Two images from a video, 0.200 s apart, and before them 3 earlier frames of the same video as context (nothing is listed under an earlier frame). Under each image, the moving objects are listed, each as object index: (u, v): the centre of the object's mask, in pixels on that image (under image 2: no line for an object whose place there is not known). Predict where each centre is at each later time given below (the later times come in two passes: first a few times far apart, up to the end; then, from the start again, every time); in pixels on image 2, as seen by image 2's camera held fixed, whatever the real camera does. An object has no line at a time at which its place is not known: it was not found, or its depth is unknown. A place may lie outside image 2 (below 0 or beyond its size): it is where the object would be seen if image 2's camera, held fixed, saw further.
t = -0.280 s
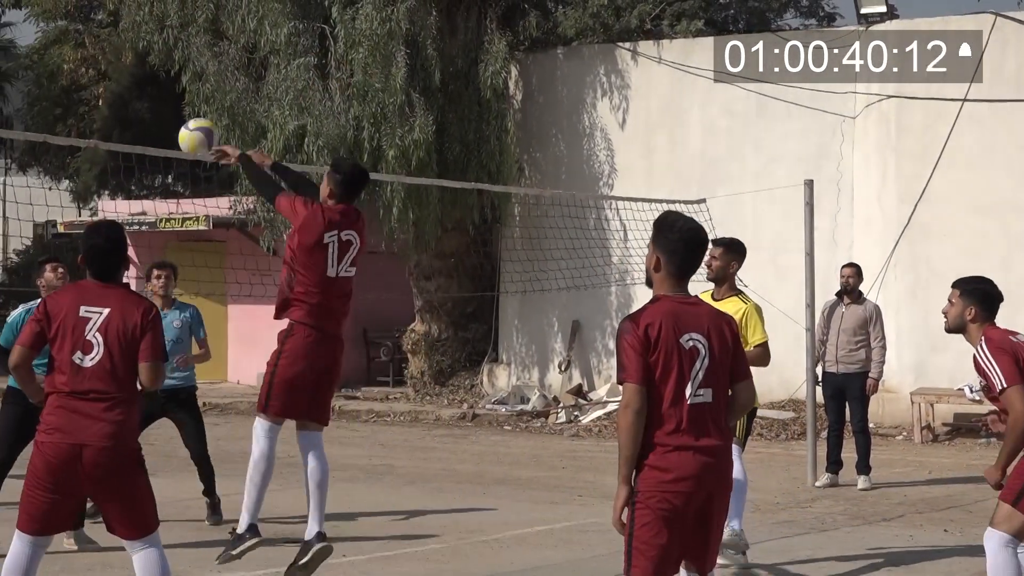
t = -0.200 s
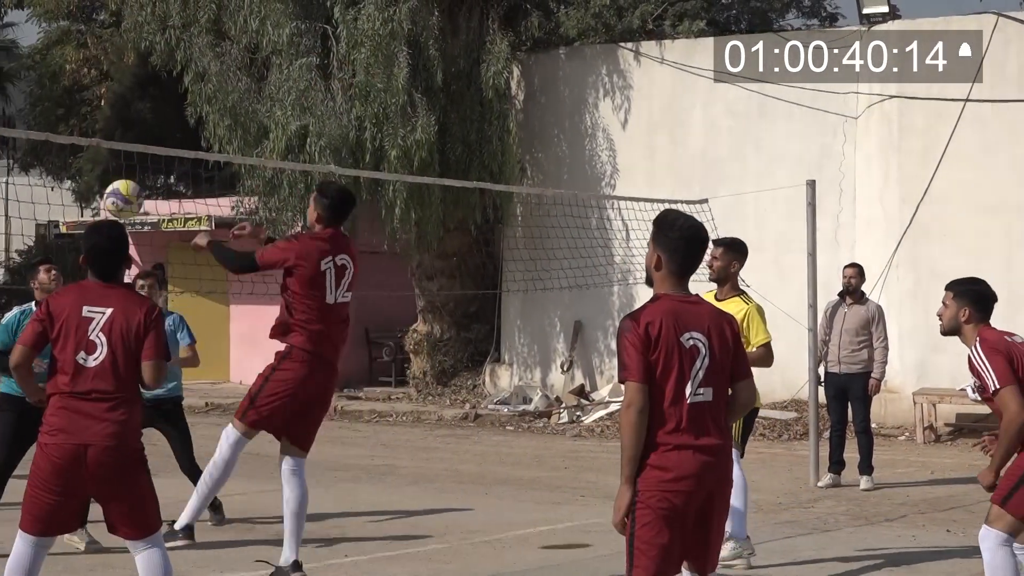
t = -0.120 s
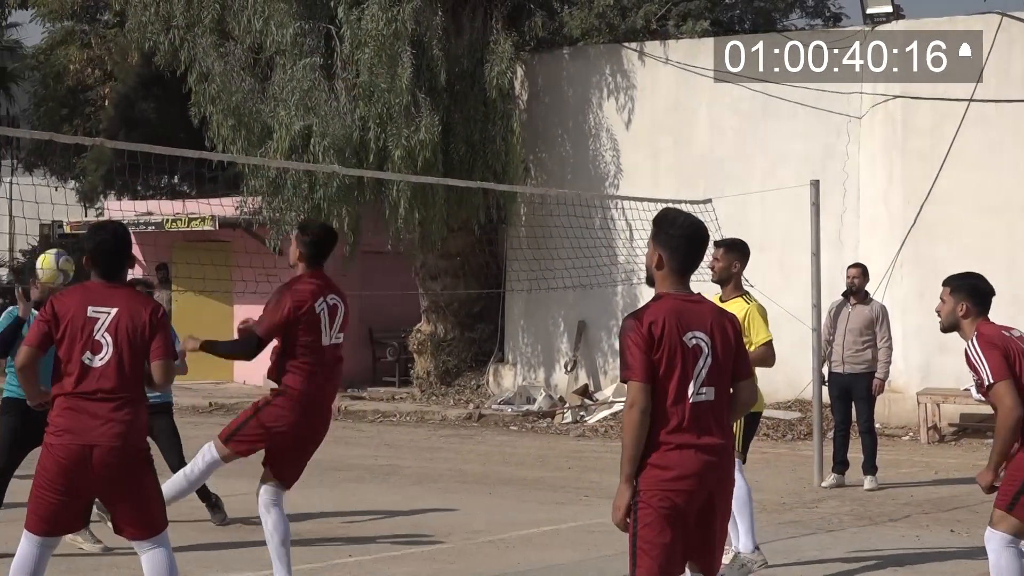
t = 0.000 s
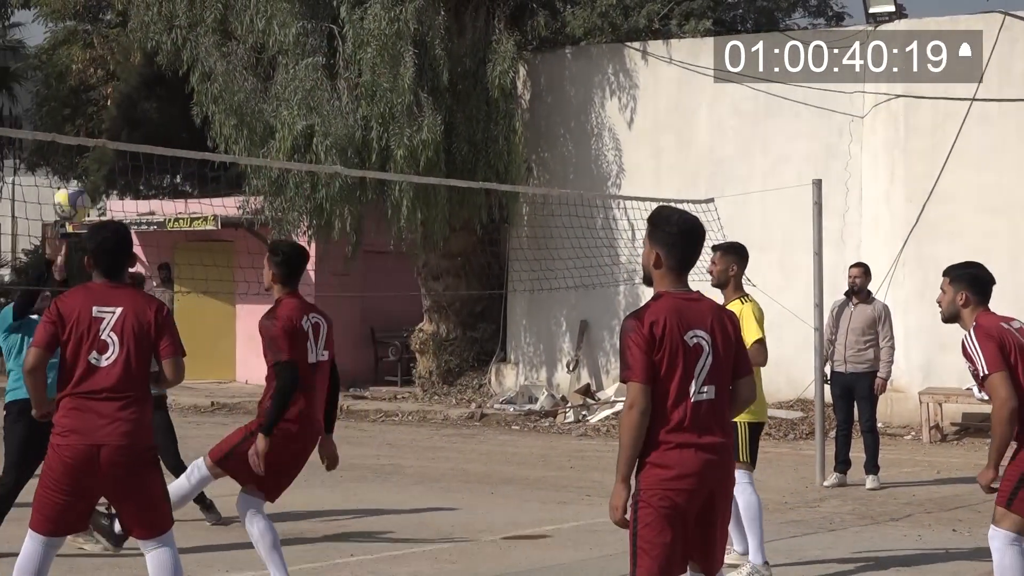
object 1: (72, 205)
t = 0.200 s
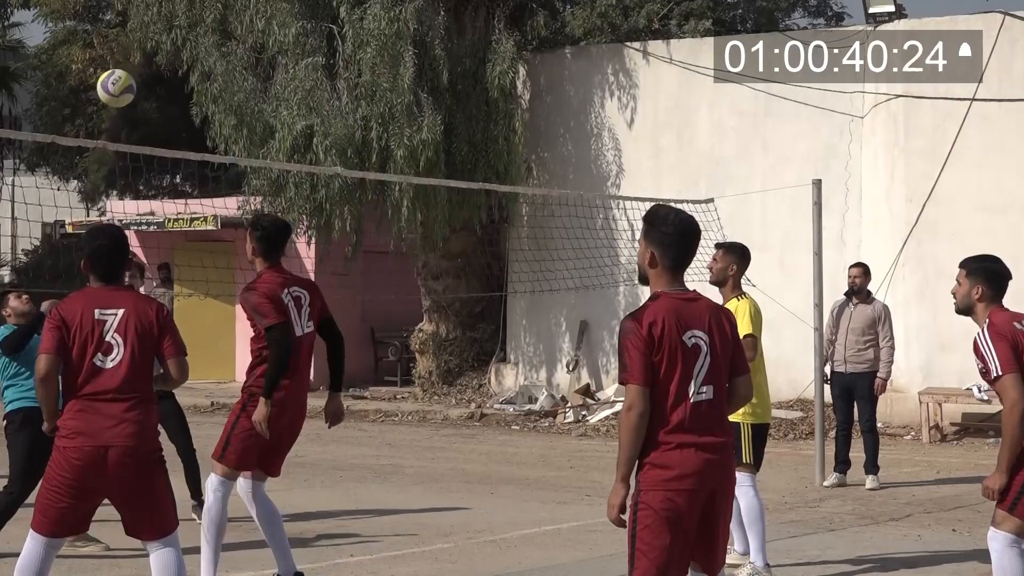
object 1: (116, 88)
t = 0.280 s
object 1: (134, 60)
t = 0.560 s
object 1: (200, 53)
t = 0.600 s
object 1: (210, 64)
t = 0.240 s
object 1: (125, 73)
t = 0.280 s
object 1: (134, 60)
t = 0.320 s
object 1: (144, 50)
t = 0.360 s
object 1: (154, 44)
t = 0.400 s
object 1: (163, 40)
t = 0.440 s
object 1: (172, 39)
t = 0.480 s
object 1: (182, 40)
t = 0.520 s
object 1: (191, 46)
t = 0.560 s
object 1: (200, 53)
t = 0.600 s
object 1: (210, 64)
